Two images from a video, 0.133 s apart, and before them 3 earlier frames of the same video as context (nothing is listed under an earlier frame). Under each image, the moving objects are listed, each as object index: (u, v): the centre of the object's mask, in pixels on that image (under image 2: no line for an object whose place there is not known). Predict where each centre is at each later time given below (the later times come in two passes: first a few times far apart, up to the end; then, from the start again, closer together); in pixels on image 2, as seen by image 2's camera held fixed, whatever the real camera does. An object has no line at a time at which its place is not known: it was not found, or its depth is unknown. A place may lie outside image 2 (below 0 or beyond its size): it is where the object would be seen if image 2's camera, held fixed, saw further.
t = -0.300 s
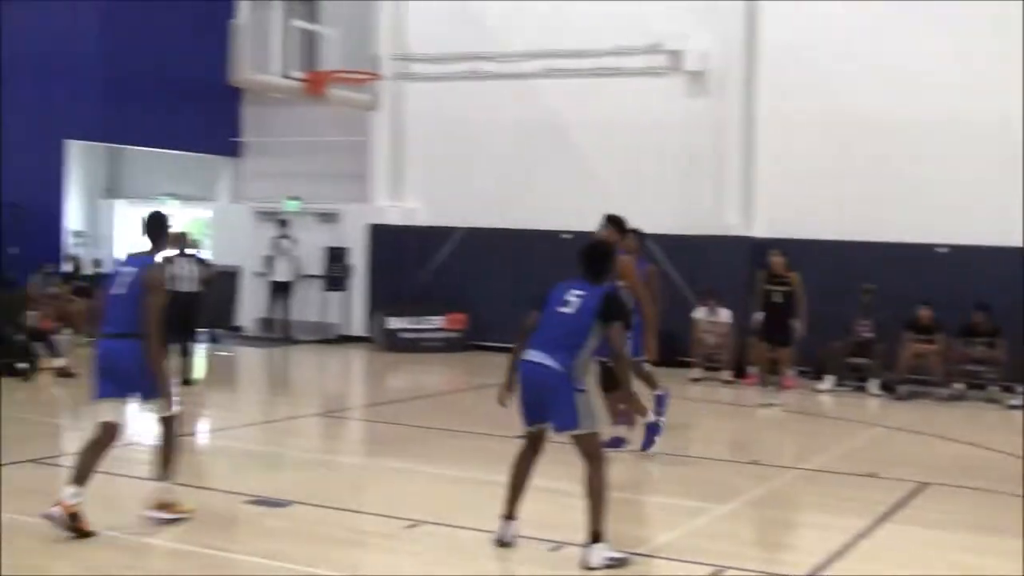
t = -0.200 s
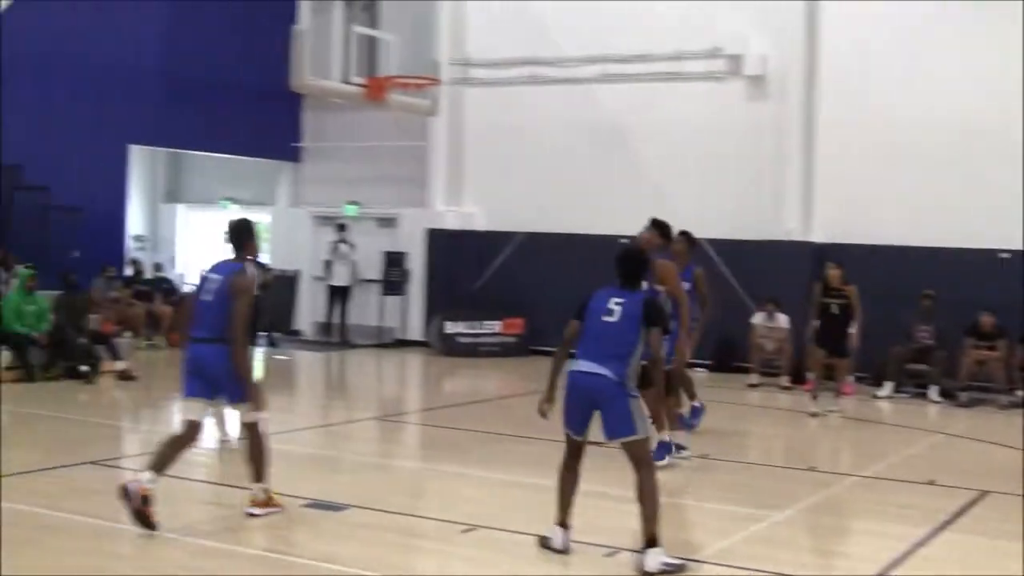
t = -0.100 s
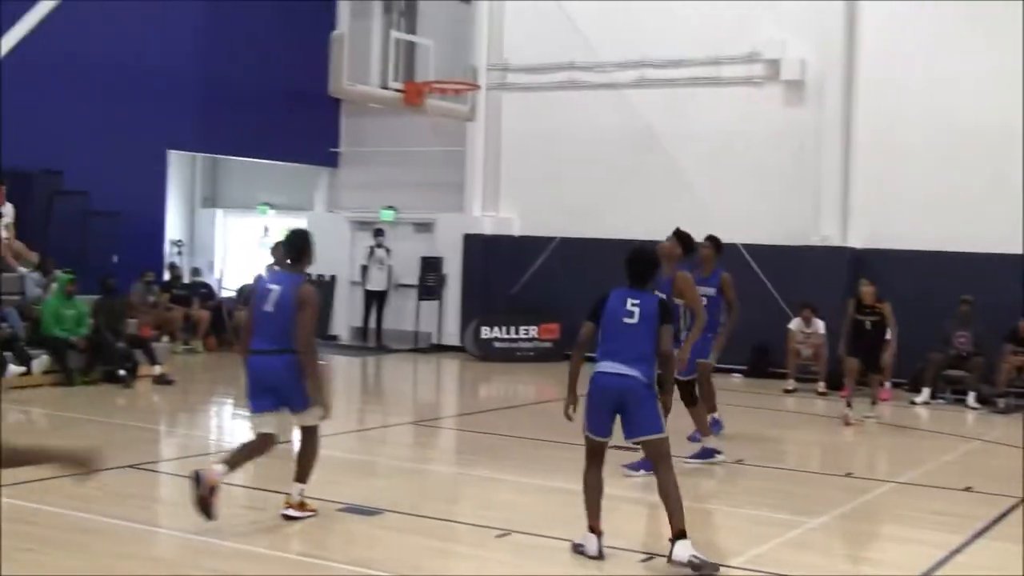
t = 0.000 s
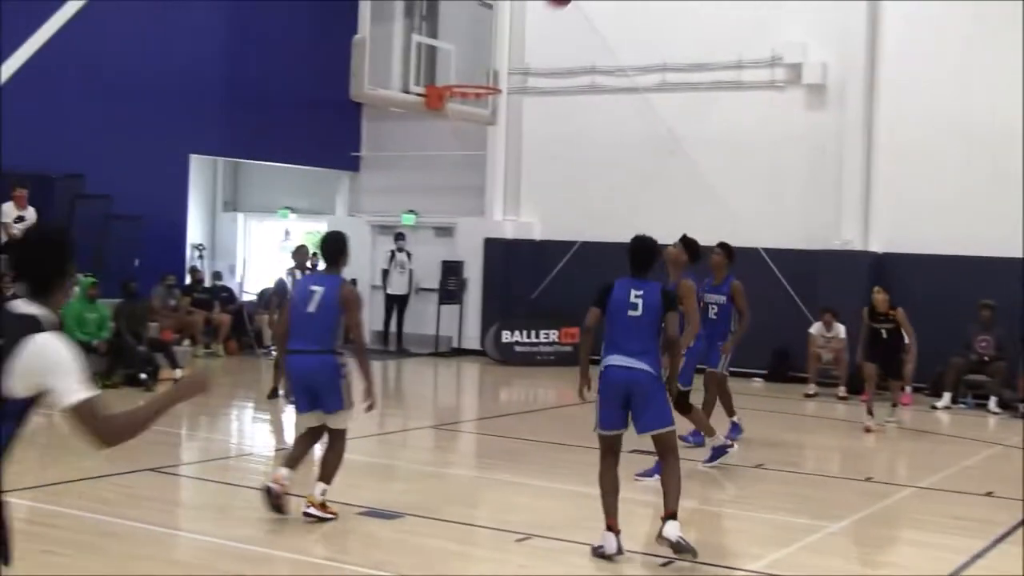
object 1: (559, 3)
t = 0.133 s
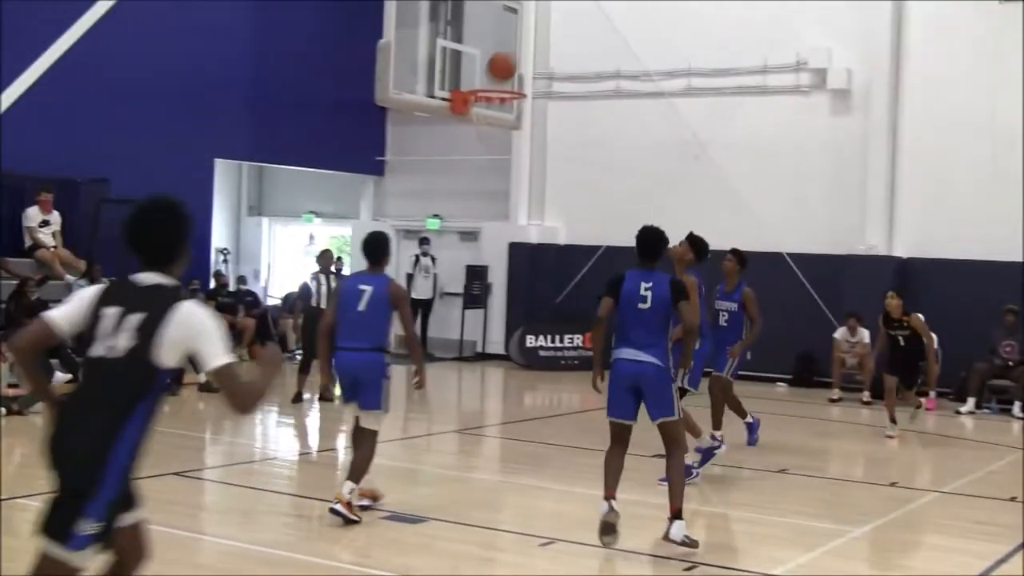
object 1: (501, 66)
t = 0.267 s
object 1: (511, 70)
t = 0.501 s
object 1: (527, 16)
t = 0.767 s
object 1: (539, 34)
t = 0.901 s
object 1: (544, 74)
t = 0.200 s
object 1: (495, 81)
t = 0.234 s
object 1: (509, 82)
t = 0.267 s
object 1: (511, 70)
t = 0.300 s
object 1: (514, 58)
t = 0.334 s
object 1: (516, 48)
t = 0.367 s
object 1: (518, 39)
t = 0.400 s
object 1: (521, 31)
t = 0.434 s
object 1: (523, 25)
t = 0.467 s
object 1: (525, 20)
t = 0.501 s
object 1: (527, 16)
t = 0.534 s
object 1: (529, 15)
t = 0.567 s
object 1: (531, 14)
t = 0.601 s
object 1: (532, 14)
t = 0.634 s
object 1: (534, 16)
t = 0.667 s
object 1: (535, 18)
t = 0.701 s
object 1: (537, 22)
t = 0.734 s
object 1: (538, 28)
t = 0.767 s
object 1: (539, 34)
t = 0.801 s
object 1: (540, 42)
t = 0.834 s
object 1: (542, 52)
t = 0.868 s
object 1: (543, 62)
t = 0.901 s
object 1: (544, 74)
